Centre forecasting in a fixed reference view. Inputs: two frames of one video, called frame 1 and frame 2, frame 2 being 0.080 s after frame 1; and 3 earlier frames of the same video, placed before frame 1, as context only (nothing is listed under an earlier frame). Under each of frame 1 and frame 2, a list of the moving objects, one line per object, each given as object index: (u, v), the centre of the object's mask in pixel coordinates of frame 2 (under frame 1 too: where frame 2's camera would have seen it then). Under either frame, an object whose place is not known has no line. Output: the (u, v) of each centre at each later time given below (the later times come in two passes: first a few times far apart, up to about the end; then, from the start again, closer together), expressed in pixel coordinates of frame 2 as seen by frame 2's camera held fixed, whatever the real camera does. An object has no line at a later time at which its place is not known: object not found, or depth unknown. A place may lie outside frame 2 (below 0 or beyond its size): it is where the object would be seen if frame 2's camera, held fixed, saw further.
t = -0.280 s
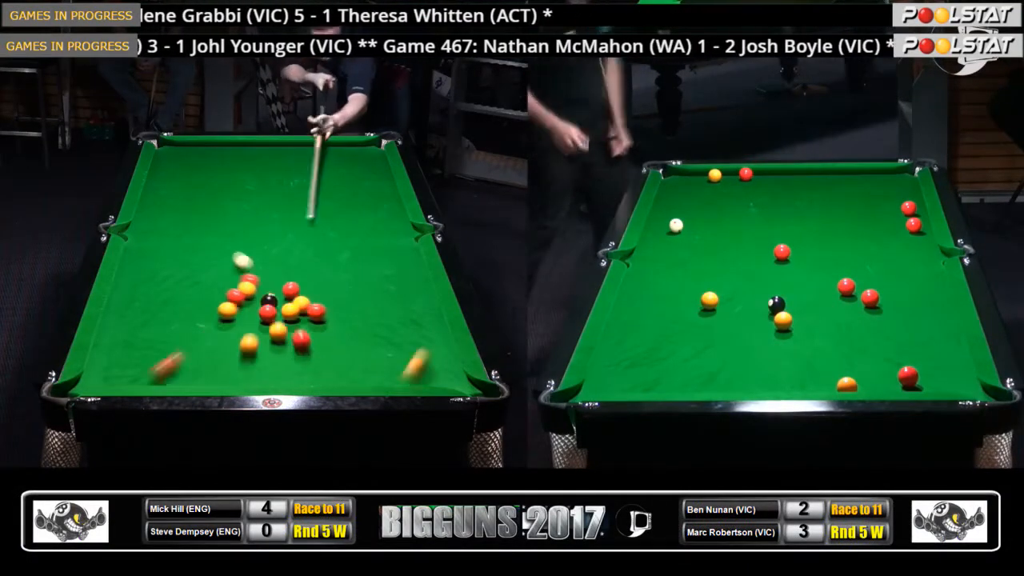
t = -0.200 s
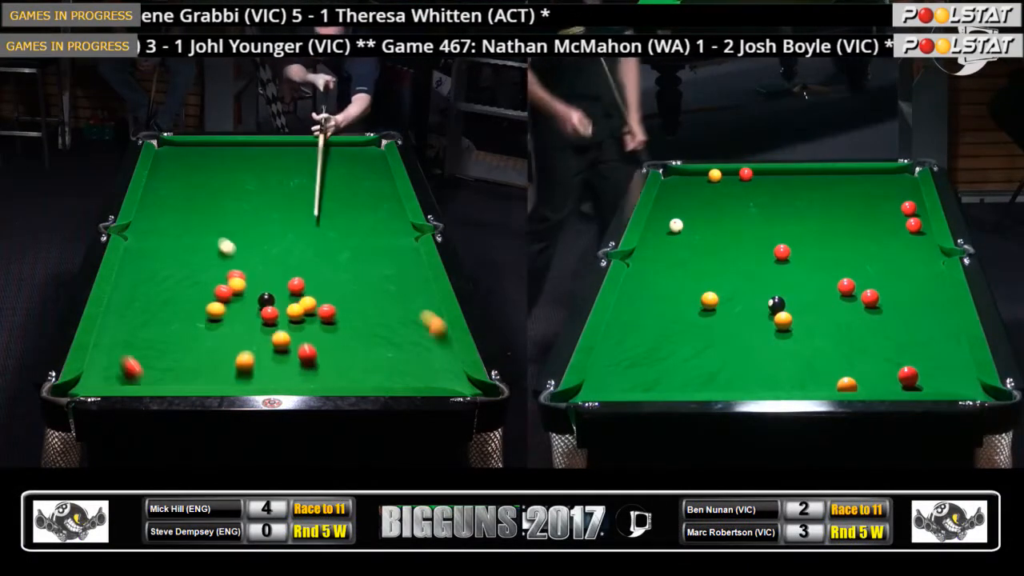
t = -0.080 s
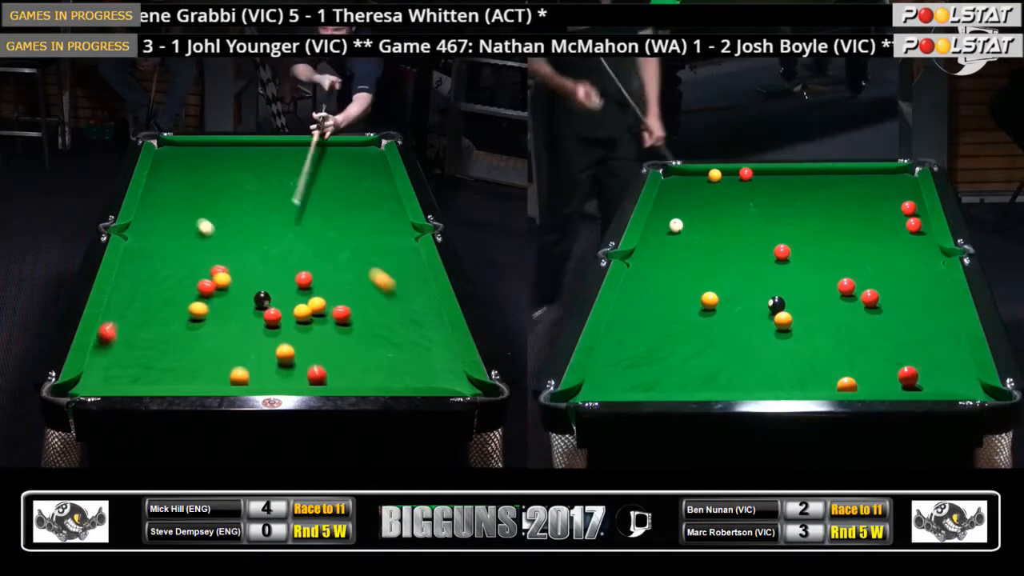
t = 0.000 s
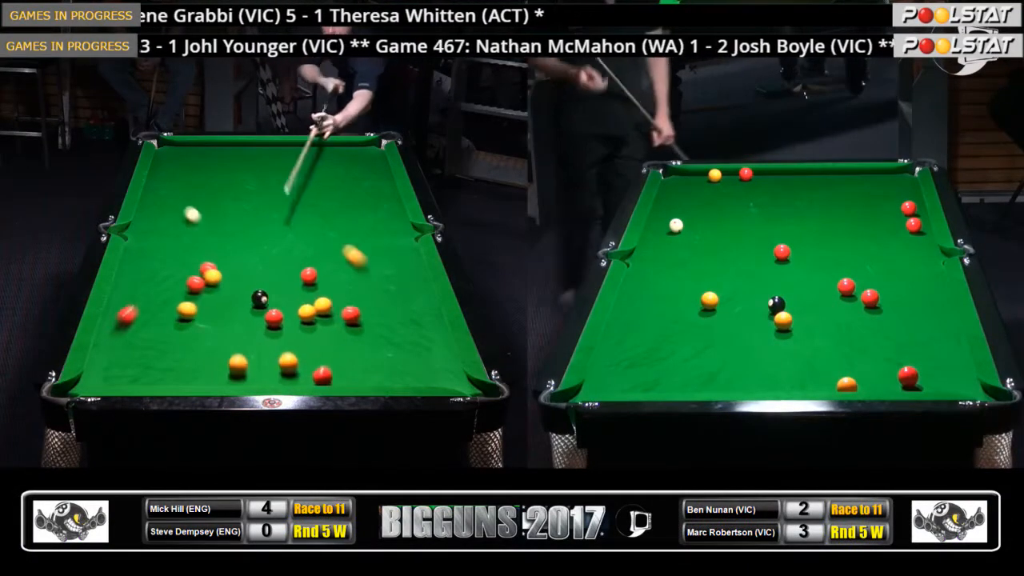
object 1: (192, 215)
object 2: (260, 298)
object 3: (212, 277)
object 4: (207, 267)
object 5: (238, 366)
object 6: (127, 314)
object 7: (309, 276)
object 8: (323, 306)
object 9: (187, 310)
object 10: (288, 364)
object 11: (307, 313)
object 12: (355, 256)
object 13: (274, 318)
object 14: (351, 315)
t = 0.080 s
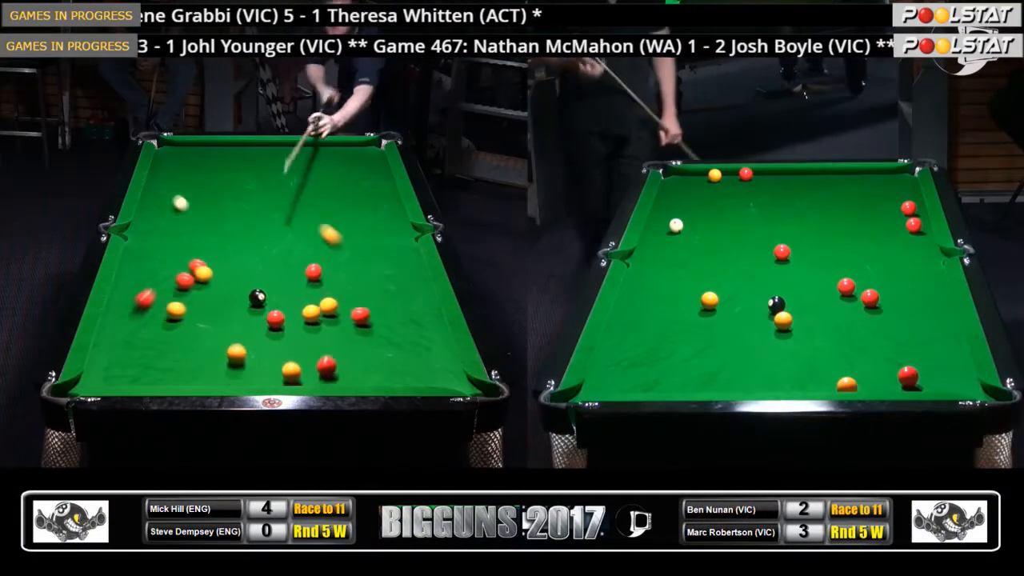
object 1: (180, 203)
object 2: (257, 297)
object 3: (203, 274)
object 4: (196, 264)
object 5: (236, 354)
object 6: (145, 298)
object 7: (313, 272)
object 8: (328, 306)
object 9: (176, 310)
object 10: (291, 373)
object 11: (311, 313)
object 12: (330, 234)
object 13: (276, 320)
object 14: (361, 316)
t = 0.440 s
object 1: (171, 162)
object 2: (249, 294)
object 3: (218, 248)
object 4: (159, 250)
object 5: (230, 313)
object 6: (160, 268)
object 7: (333, 257)
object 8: (351, 307)
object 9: (129, 310)
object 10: (300, 363)
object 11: (327, 314)
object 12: (244, 159)
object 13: (282, 323)
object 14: (400, 319)
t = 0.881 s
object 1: (208, 155)
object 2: (246, 293)
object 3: (252, 220)
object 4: (136, 224)
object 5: (224, 274)
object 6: (167, 250)
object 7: (352, 242)
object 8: (385, 297)
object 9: (136, 310)
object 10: (308, 336)
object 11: (330, 314)
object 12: (178, 184)
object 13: (286, 325)
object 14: (435, 322)
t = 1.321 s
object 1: (241, 179)
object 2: (247, 293)
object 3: (280, 196)
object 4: (172, 215)
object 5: (218, 243)
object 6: (179, 243)
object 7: (367, 231)
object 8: (418, 284)
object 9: (161, 310)
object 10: (313, 316)
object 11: (331, 314)
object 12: (263, 236)
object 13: (286, 325)
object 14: (414, 324)
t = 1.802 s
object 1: (279, 206)
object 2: (247, 293)
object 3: (304, 176)
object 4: (204, 209)
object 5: (212, 218)
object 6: (187, 238)
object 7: (379, 222)
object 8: (405, 276)
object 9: (180, 310)
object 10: (307, 302)
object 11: (337, 313)
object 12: (356, 292)
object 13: (286, 325)
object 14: (398, 325)
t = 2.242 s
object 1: (315, 233)
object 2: (247, 293)
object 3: (322, 161)
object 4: (222, 196)
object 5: (216, 210)
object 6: (190, 237)
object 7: (387, 216)
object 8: (391, 271)
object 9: (188, 310)
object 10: (303, 293)
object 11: (337, 313)
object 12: (383, 309)
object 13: (286, 325)
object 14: (400, 361)
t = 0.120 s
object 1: (174, 198)
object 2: (256, 297)
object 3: (199, 272)
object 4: (191, 263)
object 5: (236, 349)
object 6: (153, 291)
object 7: (316, 270)
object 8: (331, 306)
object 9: (171, 310)
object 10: (293, 376)
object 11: (313, 313)
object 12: (319, 224)
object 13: (276, 320)
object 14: (365, 316)
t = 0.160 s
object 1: (169, 192)
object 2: (255, 297)
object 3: (194, 271)
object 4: (186, 262)
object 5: (235, 345)
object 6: (160, 284)
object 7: (318, 269)
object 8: (334, 306)
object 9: (165, 310)
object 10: (294, 378)
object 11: (315, 314)
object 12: (308, 215)
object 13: (277, 321)
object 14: (370, 316)
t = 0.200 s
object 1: (163, 187)
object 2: (254, 296)
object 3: (193, 268)
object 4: (181, 260)
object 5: (234, 339)
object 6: (160, 282)
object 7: (320, 267)
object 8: (336, 306)
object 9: (160, 310)
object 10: (295, 378)
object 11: (317, 314)
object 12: (297, 206)
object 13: (278, 321)
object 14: (374, 317)
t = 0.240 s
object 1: (158, 182)
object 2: (253, 296)
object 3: (199, 264)
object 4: (178, 260)
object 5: (233, 335)
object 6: (159, 280)
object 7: (322, 265)
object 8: (339, 307)
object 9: (155, 310)
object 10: (296, 376)
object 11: (319, 314)
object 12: (287, 197)
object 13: (278, 322)
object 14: (379, 317)
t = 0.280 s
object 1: (153, 178)
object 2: (252, 296)
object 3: (204, 261)
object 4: (173, 259)
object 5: (233, 330)
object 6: (159, 278)
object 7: (324, 263)
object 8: (342, 307)
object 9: (150, 310)
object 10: (297, 374)
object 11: (321, 314)
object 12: (278, 189)
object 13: (279, 322)
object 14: (383, 318)
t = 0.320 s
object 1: (157, 173)
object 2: (252, 295)
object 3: (207, 257)
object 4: (169, 257)
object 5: (232, 326)
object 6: (159, 276)
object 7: (327, 262)
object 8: (344, 307)
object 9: (144, 310)
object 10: (298, 372)
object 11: (323, 314)
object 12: (269, 181)
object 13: (280, 322)
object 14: (387, 318)
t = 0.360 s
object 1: (163, 170)
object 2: (251, 295)
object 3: (211, 254)
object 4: (166, 255)
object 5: (232, 321)
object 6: (160, 273)
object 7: (329, 260)
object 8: (347, 307)
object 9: (139, 310)
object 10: (299, 369)
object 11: (324, 314)
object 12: (260, 173)
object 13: (280, 323)
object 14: (391, 318)
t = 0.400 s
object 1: (167, 166)
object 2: (250, 294)
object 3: (214, 251)
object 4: (162, 252)
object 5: (231, 318)
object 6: (160, 271)
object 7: (331, 258)
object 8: (349, 307)
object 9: (134, 310)
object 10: (300, 366)
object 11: (326, 314)
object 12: (252, 166)
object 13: (281, 323)
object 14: (396, 319)
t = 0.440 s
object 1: (171, 162)
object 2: (249, 294)
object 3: (218, 248)
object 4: (159, 250)
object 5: (230, 313)
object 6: (160, 268)
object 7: (333, 257)
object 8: (351, 307)
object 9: (129, 310)
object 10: (300, 363)
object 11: (327, 314)
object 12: (244, 159)
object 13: (282, 323)
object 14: (400, 319)
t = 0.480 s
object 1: (175, 159)
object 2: (249, 294)
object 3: (221, 245)
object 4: (155, 249)
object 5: (230, 309)
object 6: (160, 266)
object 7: (335, 255)
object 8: (354, 308)
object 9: (124, 310)
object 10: (301, 360)
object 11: (329, 315)
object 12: (237, 153)
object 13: (282, 324)
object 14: (404, 319)
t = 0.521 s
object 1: (179, 155)
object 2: (248, 294)
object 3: (225, 242)
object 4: (153, 246)
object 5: (229, 305)
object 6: (160, 264)
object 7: (336, 254)
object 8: (356, 307)
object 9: (120, 310)
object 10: (302, 357)
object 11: (330, 315)
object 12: (230, 146)
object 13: (283, 324)
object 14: (407, 320)
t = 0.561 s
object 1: (183, 152)
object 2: (248, 294)
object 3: (228, 240)
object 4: (151, 242)
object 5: (228, 301)
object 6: (160, 261)
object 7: (338, 253)
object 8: (358, 306)
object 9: (115, 310)
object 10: (302, 355)
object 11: (331, 315)
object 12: (220, 145)
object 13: (283, 324)
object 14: (411, 320)
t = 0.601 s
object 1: (186, 148)
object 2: (247, 294)
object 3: (231, 237)
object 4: (148, 238)
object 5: (228, 297)
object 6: (161, 259)
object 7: (340, 251)
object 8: (361, 306)
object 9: (115, 310)
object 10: (303, 352)
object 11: (331, 315)
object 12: (208, 150)
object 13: (284, 324)
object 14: (415, 320)
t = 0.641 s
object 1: (190, 145)
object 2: (247, 293)
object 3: (234, 234)
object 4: (146, 237)
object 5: (227, 294)
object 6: (161, 257)
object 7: (342, 250)
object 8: (364, 305)
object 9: (118, 310)
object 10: (304, 350)
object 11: (331, 315)
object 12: (195, 155)
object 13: (284, 324)
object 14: (419, 321)
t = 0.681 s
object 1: (193, 144)
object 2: (247, 293)
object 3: (238, 232)
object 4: (144, 236)
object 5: (227, 290)
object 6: (161, 255)
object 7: (343, 249)
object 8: (368, 304)
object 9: (121, 310)
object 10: (305, 347)
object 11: (331, 314)
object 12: (182, 160)
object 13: (284, 324)
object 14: (422, 321)
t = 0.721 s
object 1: (196, 147)
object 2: (247, 293)
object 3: (241, 229)
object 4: (142, 234)
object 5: (226, 287)
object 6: (162, 254)
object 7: (345, 247)
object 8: (371, 303)
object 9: (124, 310)
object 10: (305, 345)
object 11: (331, 314)
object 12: (169, 165)
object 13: (285, 324)
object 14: (426, 321)
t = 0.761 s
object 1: (199, 149)
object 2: (247, 293)
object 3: (244, 226)
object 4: (141, 231)
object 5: (226, 283)
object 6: (163, 253)
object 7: (347, 246)
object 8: (375, 301)
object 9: (127, 310)
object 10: (306, 343)
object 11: (331, 314)
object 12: (157, 170)
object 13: (285, 325)
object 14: (430, 322)
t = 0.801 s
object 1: (202, 151)
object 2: (247, 293)
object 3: (246, 224)
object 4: (139, 229)
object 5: (225, 280)
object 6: (165, 252)
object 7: (349, 245)
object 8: (378, 300)
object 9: (130, 310)
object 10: (307, 340)
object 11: (331, 314)
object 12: (161, 175)
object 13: (285, 325)
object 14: (433, 322)
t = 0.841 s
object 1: (205, 153)
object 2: (246, 293)
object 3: (249, 222)
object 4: (138, 227)
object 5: (225, 277)
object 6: (166, 251)
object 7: (350, 243)
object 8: (381, 299)
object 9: (133, 310)
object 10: (307, 339)
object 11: (330, 314)
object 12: (170, 179)
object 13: (285, 325)
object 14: (436, 322)
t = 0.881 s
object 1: (208, 155)
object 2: (246, 293)
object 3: (252, 220)
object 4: (136, 224)
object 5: (224, 274)
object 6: (167, 250)
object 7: (352, 242)
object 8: (385, 297)
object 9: (136, 310)
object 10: (308, 336)
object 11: (330, 314)
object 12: (178, 184)
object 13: (286, 325)
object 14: (435, 322)
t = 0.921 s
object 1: (211, 157)
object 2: (246, 293)
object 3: (255, 217)
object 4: (139, 223)
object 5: (223, 271)
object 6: (169, 250)
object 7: (354, 241)
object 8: (388, 296)
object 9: (138, 310)
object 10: (308, 334)
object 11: (330, 314)
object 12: (185, 188)
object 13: (286, 325)
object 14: (433, 322)
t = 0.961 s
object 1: (214, 159)
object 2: (246, 293)
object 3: (258, 215)
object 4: (142, 222)
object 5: (222, 268)
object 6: (170, 249)
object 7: (355, 240)
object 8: (391, 295)
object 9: (141, 310)
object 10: (309, 332)
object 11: (330, 314)
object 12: (192, 193)
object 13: (286, 325)
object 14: (431, 323)
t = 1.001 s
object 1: (217, 162)
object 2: (246, 293)
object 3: (260, 213)
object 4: (146, 222)
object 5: (222, 265)
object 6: (171, 248)
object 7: (357, 239)
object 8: (394, 293)
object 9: (143, 310)
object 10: (310, 330)
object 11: (330, 314)
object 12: (200, 197)
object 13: (286, 324)
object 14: (429, 323)
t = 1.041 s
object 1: (220, 164)
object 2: (246, 293)
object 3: (263, 211)
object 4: (149, 221)
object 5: (222, 262)
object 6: (172, 247)
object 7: (358, 238)
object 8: (398, 292)
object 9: (146, 310)
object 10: (310, 328)
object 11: (330, 314)
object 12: (207, 202)
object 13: (286, 325)
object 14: (427, 323)
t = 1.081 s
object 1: (223, 166)
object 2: (246, 293)
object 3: (265, 209)
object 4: (153, 220)
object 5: (221, 259)
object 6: (173, 247)
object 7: (359, 237)
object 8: (401, 291)
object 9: (148, 310)
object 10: (311, 326)
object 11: (330, 314)
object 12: (214, 206)
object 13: (286, 325)
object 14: (425, 323)
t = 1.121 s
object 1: (226, 168)
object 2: (246, 293)
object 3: (268, 207)
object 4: (156, 220)
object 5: (220, 256)
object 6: (174, 246)
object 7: (361, 236)
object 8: (404, 290)
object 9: (150, 310)
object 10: (311, 324)
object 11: (330, 314)
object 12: (222, 211)
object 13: (286, 325)
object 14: (423, 323)
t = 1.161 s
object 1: (228, 170)
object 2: (247, 293)
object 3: (270, 205)
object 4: (160, 219)
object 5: (220, 254)
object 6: (176, 246)
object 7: (362, 235)
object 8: (407, 289)
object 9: (153, 310)
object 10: (311, 323)
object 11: (330, 314)
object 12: (230, 215)
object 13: (286, 325)
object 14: (421, 324)
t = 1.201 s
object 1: (232, 173)
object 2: (247, 293)
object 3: (273, 202)
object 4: (163, 218)
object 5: (220, 251)
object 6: (177, 245)
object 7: (363, 234)
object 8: (410, 288)
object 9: (155, 310)
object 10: (312, 321)
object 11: (330, 314)
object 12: (238, 221)
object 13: (286, 324)
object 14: (419, 324)
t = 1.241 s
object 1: (235, 175)
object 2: (246, 293)
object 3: (275, 200)
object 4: (166, 217)
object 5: (219, 249)
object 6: (177, 244)
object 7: (365, 233)
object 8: (412, 287)
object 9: (157, 310)
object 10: (312, 319)
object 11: (330, 314)
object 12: (246, 225)
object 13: (286, 325)
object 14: (417, 324)
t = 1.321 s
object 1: (241, 179)
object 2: (247, 293)
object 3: (280, 196)
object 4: (172, 215)
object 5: (218, 243)
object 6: (179, 243)
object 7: (367, 231)
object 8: (418, 284)
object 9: (161, 310)
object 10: (313, 316)
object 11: (331, 314)
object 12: (263, 236)
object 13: (286, 325)
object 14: (414, 324)
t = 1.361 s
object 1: (244, 181)
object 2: (247, 293)
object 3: (282, 194)
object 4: (175, 214)
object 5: (217, 241)
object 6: (180, 243)
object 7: (368, 230)
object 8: (421, 283)
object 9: (163, 310)
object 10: (312, 315)
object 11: (332, 314)
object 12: (271, 241)
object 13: (286, 325)
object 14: (412, 324)
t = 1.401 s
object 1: (247, 183)
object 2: (247, 293)
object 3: (284, 193)
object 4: (178, 213)
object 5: (217, 238)
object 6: (181, 242)
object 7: (370, 229)
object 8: (423, 282)
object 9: (165, 310)
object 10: (312, 313)
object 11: (332, 314)
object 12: (280, 246)
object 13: (286, 325)
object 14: (411, 325)
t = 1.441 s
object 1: (250, 186)
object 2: (247, 293)
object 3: (287, 191)
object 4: (182, 212)
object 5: (216, 236)
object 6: (182, 242)
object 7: (371, 228)
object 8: (421, 282)
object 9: (167, 310)
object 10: (311, 312)
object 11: (333, 313)
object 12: (289, 252)
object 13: (286, 325)
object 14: (409, 325)
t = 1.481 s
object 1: (253, 188)
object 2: (247, 293)
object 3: (289, 189)
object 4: (185, 211)
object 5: (216, 234)
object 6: (182, 241)
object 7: (372, 227)
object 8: (419, 281)
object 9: (168, 310)
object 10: (311, 310)
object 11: (334, 313)
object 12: (299, 258)
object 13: (286, 325)
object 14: (408, 325)
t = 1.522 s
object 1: (256, 190)
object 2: (247, 293)
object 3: (291, 187)
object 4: (188, 211)
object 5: (215, 232)
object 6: (183, 241)
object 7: (373, 227)
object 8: (417, 280)
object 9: (170, 310)
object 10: (310, 309)
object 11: (334, 313)
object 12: (308, 263)
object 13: (286, 325)
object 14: (406, 325)
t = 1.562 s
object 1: (259, 192)
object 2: (247, 293)
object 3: (293, 186)
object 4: (191, 211)
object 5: (215, 230)
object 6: (184, 240)
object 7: (374, 226)
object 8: (415, 279)
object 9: (171, 310)
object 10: (309, 308)
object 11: (335, 313)
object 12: (318, 269)
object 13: (286, 325)
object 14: (405, 325)
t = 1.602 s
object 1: (263, 195)
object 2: (247, 293)
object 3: (295, 184)
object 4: (194, 211)
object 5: (215, 228)
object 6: (184, 240)
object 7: (374, 225)
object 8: (413, 279)
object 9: (173, 310)
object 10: (309, 307)
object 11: (335, 313)
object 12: (328, 275)
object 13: (286, 325)
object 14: (404, 325)
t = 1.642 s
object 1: (266, 197)
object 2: (247, 293)
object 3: (297, 182)
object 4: (197, 211)
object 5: (214, 226)
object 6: (185, 239)
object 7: (376, 224)
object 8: (411, 278)
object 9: (174, 310)
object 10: (309, 306)
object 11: (336, 313)
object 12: (338, 281)
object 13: (286, 325)
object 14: (402, 325)
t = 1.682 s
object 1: (269, 199)
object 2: (247, 293)
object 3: (298, 181)
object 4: (199, 211)
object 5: (214, 224)
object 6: (185, 239)
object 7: (376, 224)
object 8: (409, 277)
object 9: (176, 310)
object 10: (308, 305)
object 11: (336, 313)
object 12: (347, 287)
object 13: (286, 325)
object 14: (401, 325)
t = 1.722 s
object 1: (272, 202)
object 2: (247, 293)
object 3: (300, 179)
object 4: (200, 211)
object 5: (213, 222)
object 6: (186, 239)
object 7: (377, 223)
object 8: (408, 277)
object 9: (177, 310)
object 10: (308, 304)
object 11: (336, 313)
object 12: (352, 291)
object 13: (286, 325)
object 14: (400, 325)
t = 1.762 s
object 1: (276, 204)
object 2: (247, 293)
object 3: (302, 177)
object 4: (203, 210)
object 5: (213, 220)
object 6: (186, 238)
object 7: (378, 222)
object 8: (406, 276)
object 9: (178, 310)
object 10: (307, 303)
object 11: (337, 313)
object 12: (353, 291)
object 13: (286, 325)
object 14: (399, 325)
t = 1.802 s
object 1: (279, 206)
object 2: (247, 293)
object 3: (304, 176)
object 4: (204, 209)
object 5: (212, 218)
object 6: (187, 238)
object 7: (379, 222)
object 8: (405, 276)
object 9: (180, 310)
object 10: (307, 302)
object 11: (337, 313)
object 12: (356, 292)
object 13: (286, 325)
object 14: (398, 325)
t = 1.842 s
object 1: (282, 209)
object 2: (247, 293)
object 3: (306, 175)
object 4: (206, 207)
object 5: (212, 216)
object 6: (188, 238)
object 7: (380, 221)
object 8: (403, 275)
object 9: (181, 310)
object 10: (306, 301)
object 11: (337, 313)
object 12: (358, 294)
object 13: (286, 325)
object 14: (398, 327)
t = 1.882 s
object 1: (285, 211)
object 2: (247, 293)
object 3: (308, 173)
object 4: (208, 205)
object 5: (212, 215)
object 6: (188, 238)
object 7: (381, 220)
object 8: (402, 275)
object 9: (182, 310)
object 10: (306, 300)
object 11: (337, 313)
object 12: (361, 296)
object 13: (286, 325)
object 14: (398, 331)
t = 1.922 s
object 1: (288, 213)
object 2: (247, 293)
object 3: (309, 172)
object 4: (210, 204)
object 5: (213, 215)
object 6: (188, 238)
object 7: (381, 220)
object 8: (400, 274)
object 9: (183, 310)
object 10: (306, 299)
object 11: (337, 313)
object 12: (363, 297)
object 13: (286, 325)
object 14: (398, 334)
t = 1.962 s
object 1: (292, 216)
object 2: (247, 293)
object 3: (311, 170)
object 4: (211, 203)
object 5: (213, 214)
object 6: (189, 237)
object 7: (382, 219)
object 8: (399, 274)
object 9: (184, 310)
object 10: (305, 298)
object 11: (337, 313)
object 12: (366, 299)
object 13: (286, 325)
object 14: (398, 337)
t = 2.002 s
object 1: (295, 218)
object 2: (247, 293)
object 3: (313, 169)
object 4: (213, 201)
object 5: (213, 213)
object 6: (189, 237)
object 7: (383, 219)
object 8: (398, 273)
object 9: (184, 310)
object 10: (305, 297)
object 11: (337, 313)
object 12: (368, 300)
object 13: (286, 325)
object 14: (399, 341)
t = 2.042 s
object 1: (298, 221)
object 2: (247, 293)
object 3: (314, 167)
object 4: (215, 200)
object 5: (214, 212)
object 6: (189, 237)
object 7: (384, 218)
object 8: (396, 273)
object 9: (185, 310)
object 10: (305, 296)
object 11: (337, 313)
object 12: (371, 302)
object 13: (286, 325)
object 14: (399, 344)
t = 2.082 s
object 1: (301, 223)
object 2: (247, 293)
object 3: (316, 166)
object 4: (216, 199)
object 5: (214, 212)
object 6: (190, 237)
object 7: (385, 218)
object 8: (395, 272)
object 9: (186, 310)
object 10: (304, 296)
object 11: (337, 313)
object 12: (373, 303)
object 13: (286, 325)
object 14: (400, 347)
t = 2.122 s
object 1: (305, 225)
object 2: (247, 293)
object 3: (318, 165)
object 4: (218, 199)
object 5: (214, 212)
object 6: (190, 237)
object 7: (385, 218)
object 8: (394, 272)
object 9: (187, 310)
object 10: (304, 295)
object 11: (337, 313)
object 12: (376, 304)
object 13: (286, 325)
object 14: (400, 351)
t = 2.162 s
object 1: (308, 228)
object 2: (247, 293)
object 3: (319, 163)
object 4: (219, 198)
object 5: (215, 211)
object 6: (190, 237)
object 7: (386, 217)
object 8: (393, 272)
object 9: (187, 310)
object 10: (304, 294)
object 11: (337, 313)
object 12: (379, 306)
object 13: (286, 325)
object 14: (400, 355)
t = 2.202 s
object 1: (311, 230)
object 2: (247, 293)
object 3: (321, 162)
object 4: (220, 197)
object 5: (215, 210)
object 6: (190, 237)
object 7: (387, 216)
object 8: (392, 271)
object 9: (188, 310)
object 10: (303, 294)
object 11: (337, 313)
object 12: (381, 307)
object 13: (286, 325)
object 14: (400, 357)
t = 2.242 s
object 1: (315, 233)
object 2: (247, 293)
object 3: (322, 161)
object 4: (222, 196)
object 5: (216, 210)
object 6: (190, 237)
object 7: (387, 216)
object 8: (391, 271)
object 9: (188, 310)
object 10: (303, 293)
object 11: (337, 313)
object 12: (383, 309)
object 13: (286, 325)
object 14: (400, 361)
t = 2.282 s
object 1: (318, 235)
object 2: (247, 293)
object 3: (324, 160)
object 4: (223, 195)
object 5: (216, 210)
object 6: (191, 237)
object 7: (388, 215)
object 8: (390, 270)
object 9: (188, 310)
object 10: (303, 292)
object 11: (337, 313)
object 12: (386, 311)
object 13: (286, 325)
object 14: (401, 364)
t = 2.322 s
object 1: (321, 237)
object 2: (247, 293)
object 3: (325, 159)
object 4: (224, 194)
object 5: (216, 209)
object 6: (191, 237)
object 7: (389, 215)
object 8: (389, 270)
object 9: (189, 310)
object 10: (303, 292)
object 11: (337, 313)
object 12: (388, 312)
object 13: (286, 325)
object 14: (401, 368)
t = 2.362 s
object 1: (325, 240)
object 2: (247, 293)
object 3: (327, 158)
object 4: (225, 193)
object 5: (217, 208)
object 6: (191, 237)
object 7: (389, 215)
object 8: (388, 270)
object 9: (189, 310)
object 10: (302, 291)
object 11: (337, 313)
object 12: (390, 313)
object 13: (286, 325)
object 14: (401, 371)
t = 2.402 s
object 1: (328, 242)
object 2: (247, 293)
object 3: (328, 156)
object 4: (226, 192)
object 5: (218, 208)
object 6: (191, 237)
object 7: (390, 215)
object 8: (387, 270)
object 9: (190, 310)
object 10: (302, 291)
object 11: (337, 313)
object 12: (393, 314)
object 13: (286, 325)
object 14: (402, 374)
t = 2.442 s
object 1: (332, 245)
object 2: (247, 293)
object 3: (330, 155)
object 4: (228, 191)
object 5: (218, 207)
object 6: (191, 236)
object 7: (390, 214)
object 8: (386, 269)
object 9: (190, 311)
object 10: (302, 290)
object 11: (337, 313)
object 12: (395, 314)
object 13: (287, 325)
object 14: (403, 376)
